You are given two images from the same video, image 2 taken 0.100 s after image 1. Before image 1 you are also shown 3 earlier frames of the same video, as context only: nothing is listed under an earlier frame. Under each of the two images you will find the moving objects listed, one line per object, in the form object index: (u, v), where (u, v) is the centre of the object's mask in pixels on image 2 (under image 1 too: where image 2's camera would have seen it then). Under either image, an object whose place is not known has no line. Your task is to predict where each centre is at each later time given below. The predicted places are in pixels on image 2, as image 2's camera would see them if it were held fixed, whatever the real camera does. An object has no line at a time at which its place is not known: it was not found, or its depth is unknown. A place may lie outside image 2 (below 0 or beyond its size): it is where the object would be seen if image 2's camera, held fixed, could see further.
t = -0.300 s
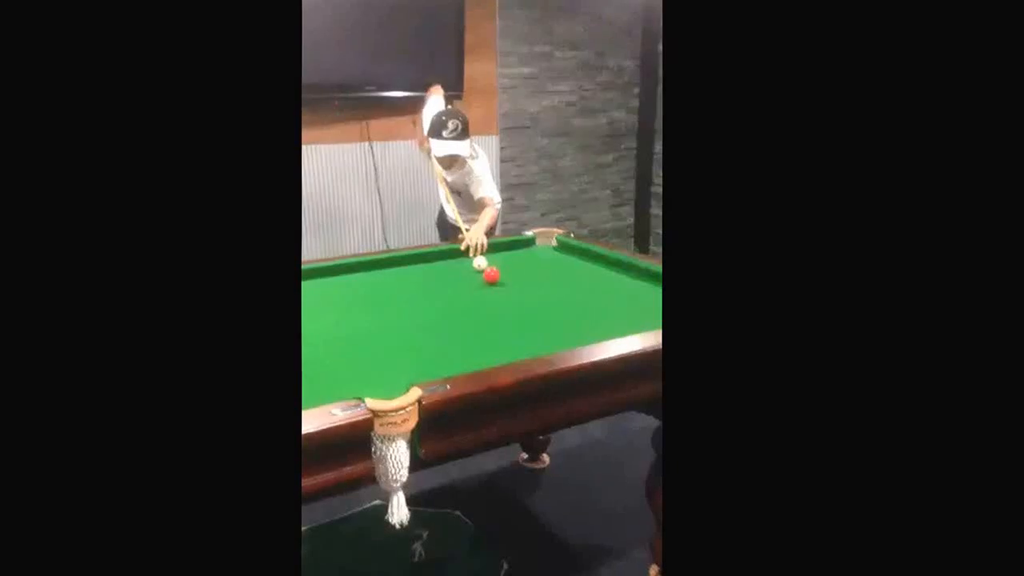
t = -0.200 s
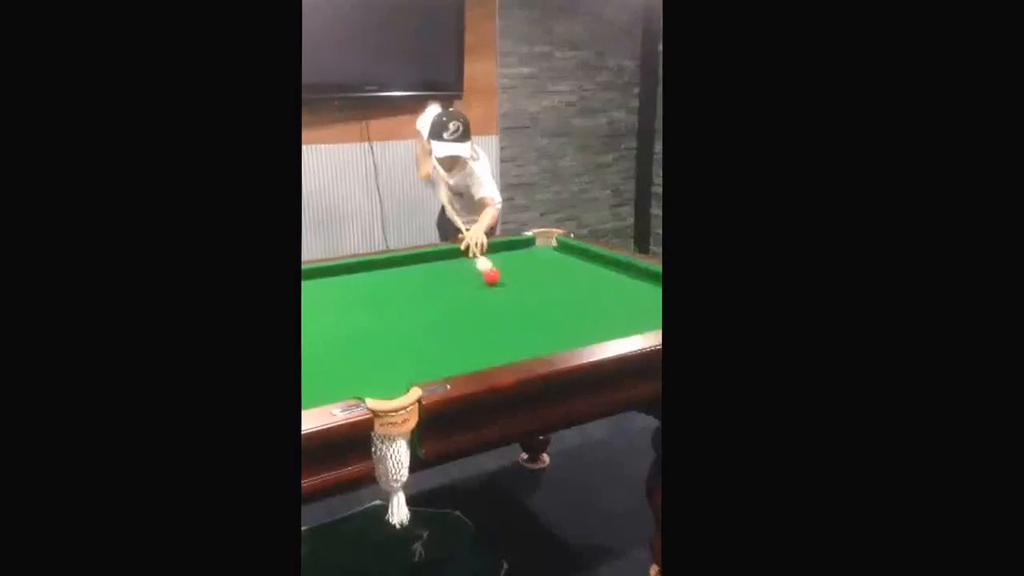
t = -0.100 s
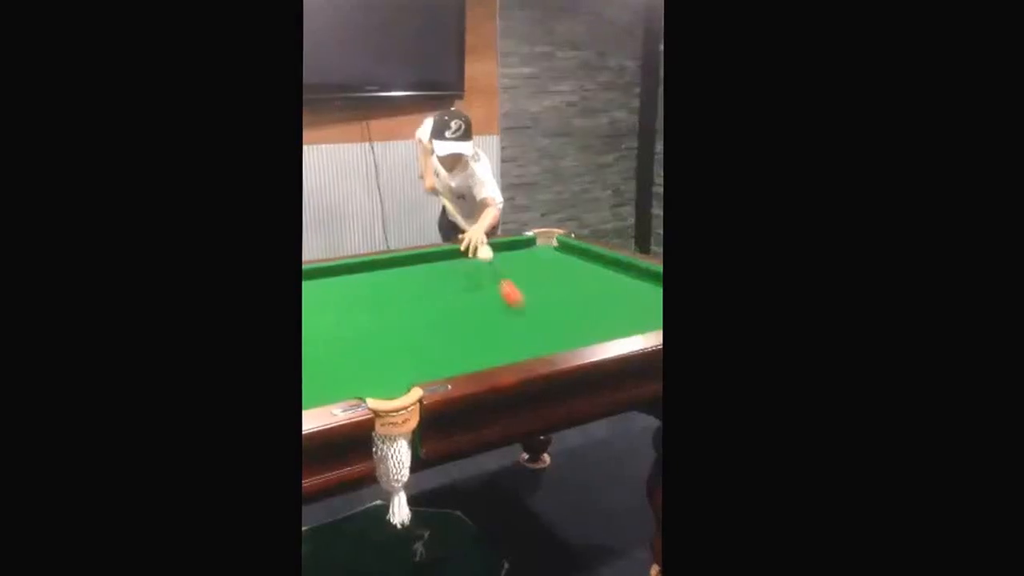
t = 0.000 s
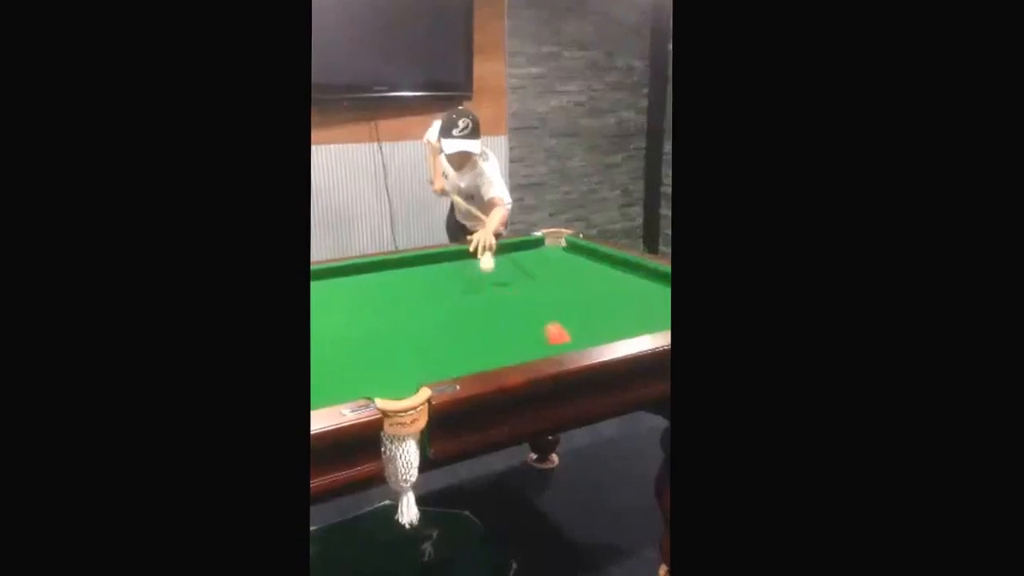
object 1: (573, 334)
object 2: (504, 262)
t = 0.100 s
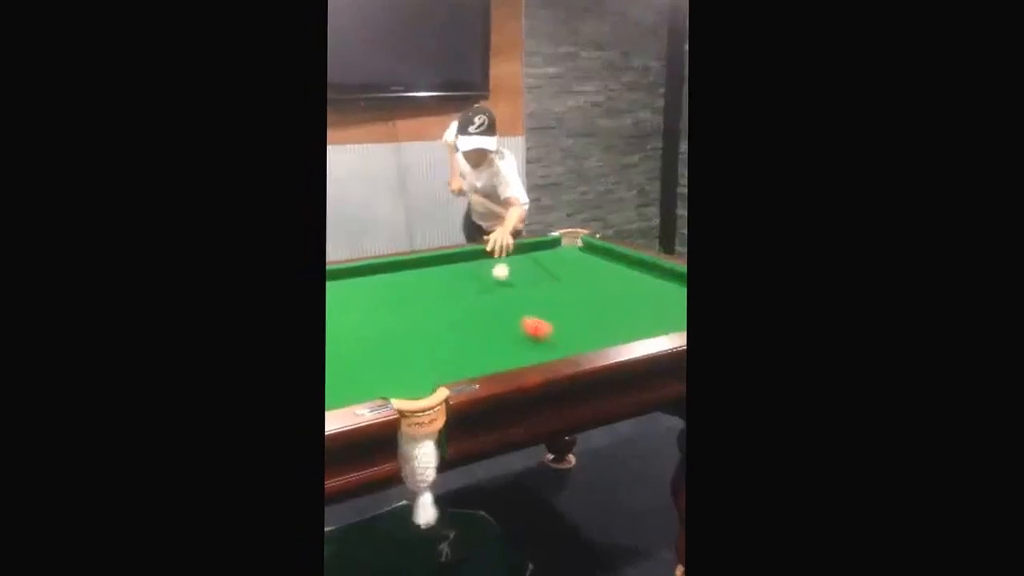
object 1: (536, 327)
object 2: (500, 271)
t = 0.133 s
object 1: (515, 321)
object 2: (499, 272)
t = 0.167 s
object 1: (497, 315)
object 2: (499, 277)
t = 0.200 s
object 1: (482, 310)
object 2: (499, 278)
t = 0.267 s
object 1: (466, 305)
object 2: (499, 281)
